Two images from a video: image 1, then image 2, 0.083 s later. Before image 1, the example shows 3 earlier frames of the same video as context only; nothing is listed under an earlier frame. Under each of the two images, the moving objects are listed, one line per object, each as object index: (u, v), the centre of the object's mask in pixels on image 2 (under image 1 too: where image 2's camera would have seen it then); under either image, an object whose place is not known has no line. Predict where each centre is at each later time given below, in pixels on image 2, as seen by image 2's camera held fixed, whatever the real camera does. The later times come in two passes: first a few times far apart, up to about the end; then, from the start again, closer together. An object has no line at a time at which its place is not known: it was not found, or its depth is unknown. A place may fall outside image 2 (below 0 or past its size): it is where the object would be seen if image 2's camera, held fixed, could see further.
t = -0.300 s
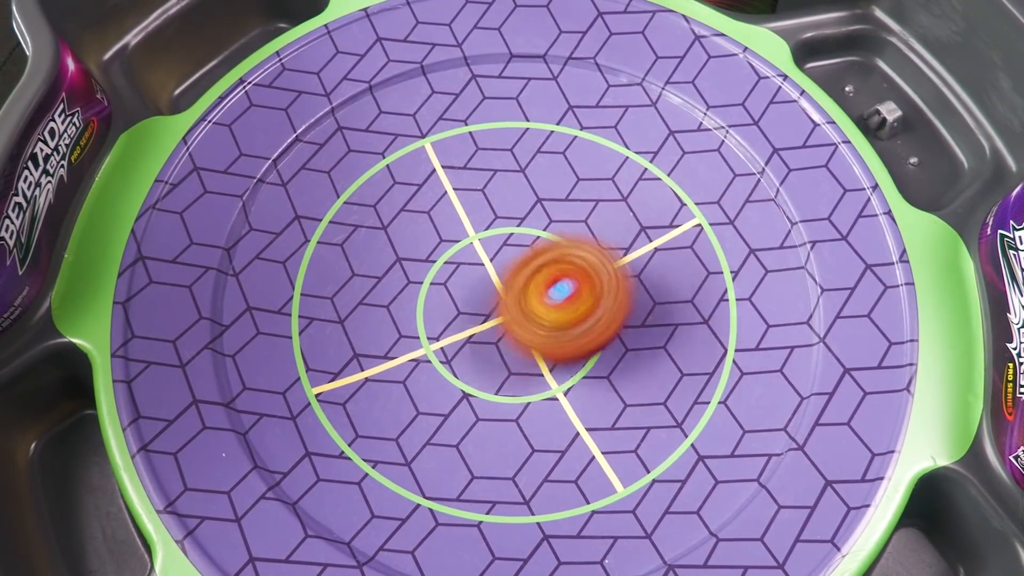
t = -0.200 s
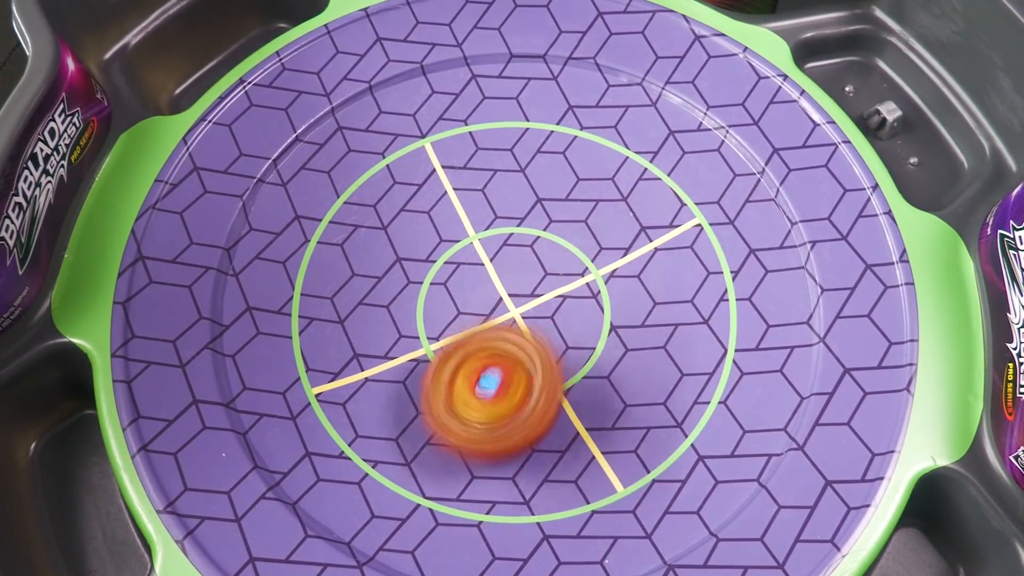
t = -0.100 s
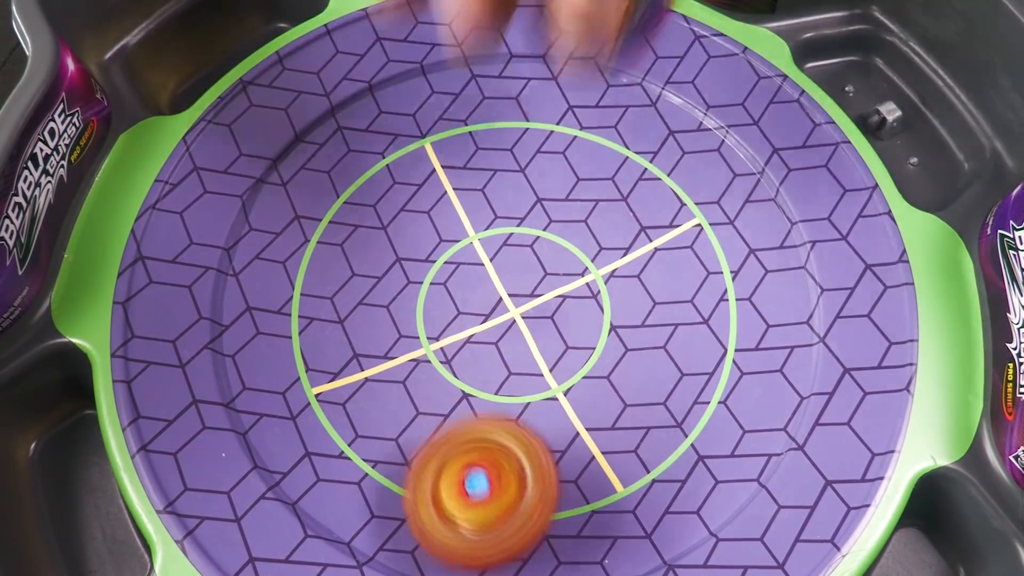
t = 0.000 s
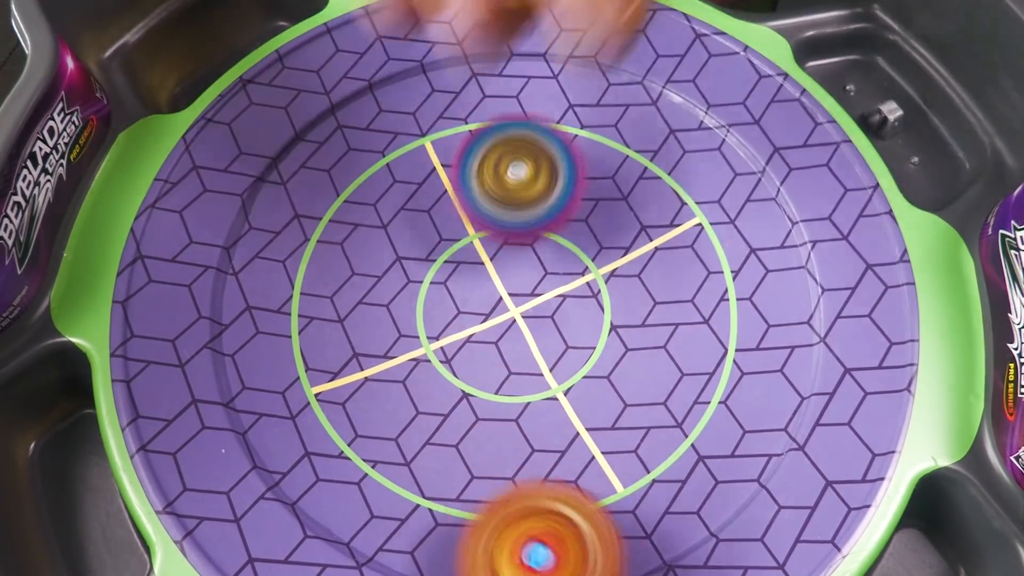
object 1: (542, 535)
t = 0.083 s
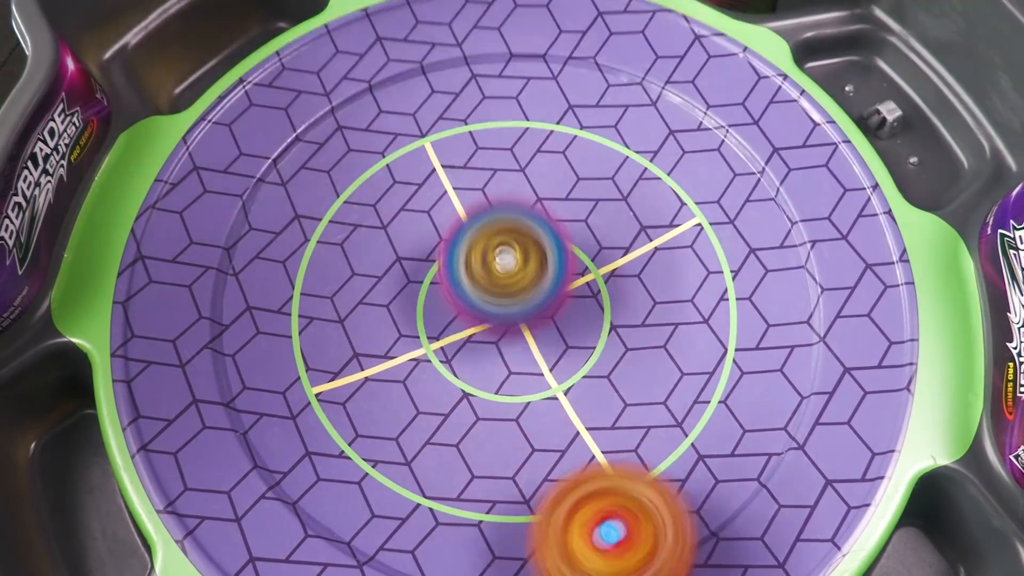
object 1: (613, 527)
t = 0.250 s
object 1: (774, 459)
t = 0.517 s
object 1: (894, 354)
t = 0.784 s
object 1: (692, 297)
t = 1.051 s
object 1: (416, 320)
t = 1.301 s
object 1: (417, 531)
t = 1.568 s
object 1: (665, 428)
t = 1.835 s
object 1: (430, 189)
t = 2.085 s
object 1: (212, 312)
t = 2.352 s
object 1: (465, 472)
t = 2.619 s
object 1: (557, 197)
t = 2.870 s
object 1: (313, 100)
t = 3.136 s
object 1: (210, 379)
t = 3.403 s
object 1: (535, 541)
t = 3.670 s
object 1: (703, 233)
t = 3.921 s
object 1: (467, 184)
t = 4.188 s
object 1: (421, 355)
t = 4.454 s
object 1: (627, 321)
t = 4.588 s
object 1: (628, 218)
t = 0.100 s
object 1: (628, 521)
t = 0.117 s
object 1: (642, 515)
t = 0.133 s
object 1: (656, 509)
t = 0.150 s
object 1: (669, 500)
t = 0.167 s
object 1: (682, 489)
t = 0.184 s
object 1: (695, 478)
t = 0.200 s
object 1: (706, 467)
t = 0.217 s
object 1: (715, 456)
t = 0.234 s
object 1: (725, 447)
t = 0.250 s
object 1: (774, 459)
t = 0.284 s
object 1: (809, 427)
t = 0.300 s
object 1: (826, 418)
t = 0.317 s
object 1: (843, 413)
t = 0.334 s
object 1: (857, 409)
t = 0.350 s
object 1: (865, 406)
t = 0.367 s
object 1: (875, 400)
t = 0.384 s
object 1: (885, 392)
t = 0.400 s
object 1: (893, 386)
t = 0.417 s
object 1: (898, 382)
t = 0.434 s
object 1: (901, 378)
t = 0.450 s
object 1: (903, 375)
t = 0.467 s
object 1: (904, 369)
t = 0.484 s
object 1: (901, 364)
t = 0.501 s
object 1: (898, 358)
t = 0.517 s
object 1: (894, 354)
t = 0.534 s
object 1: (887, 350)
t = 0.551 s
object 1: (880, 346)
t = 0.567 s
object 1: (871, 342)
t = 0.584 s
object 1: (862, 339)
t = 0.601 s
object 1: (853, 336)
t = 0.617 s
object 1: (843, 333)
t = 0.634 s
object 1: (831, 329)
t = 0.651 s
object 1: (820, 327)
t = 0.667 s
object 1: (806, 327)
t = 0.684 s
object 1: (792, 324)
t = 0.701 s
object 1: (777, 318)
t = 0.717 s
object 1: (761, 313)
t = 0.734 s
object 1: (745, 309)
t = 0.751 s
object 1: (728, 305)
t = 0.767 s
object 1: (710, 301)
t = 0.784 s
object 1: (692, 297)
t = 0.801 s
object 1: (674, 294)
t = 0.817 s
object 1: (655, 290)
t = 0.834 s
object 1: (640, 283)
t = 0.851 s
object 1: (624, 278)
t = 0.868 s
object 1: (607, 274)
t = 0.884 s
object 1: (589, 271)
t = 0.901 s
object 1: (570, 270)
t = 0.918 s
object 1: (553, 270)
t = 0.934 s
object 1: (534, 272)
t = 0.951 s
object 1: (515, 276)
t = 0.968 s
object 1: (498, 280)
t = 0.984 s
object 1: (481, 286)
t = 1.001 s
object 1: (463, 293)
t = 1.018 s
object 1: (446, 301)
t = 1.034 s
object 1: (431, 310)
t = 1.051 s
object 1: (416, 320)
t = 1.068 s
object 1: (403, 331)
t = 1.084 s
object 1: (391, 344)
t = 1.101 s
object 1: (380, 357)
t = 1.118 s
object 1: (371, 370)
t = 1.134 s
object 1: (363, 385)
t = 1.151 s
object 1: (358, 401)
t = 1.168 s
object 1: (356, 417)
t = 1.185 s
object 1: (356, 434)
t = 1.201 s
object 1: (358, 451)
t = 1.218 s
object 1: (362, 468)
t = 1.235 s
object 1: (369, 486)
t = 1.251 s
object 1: (377, 503)
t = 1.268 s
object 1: (389, 515)
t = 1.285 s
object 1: (401, 523)
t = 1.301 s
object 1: (417, 531)
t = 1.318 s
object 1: (437, 533)
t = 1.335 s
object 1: (459, 535)
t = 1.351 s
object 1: (482, 535)
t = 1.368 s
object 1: (507, 533)
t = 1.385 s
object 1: (530, 533)
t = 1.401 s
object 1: (553, 531)
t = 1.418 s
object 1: (575, 529)
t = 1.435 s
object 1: (594, 525)
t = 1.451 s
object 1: (613, 521)
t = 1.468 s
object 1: (627, 515)
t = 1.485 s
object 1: (640, 507)
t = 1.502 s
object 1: (650, 495)
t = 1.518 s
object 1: (656, 480)
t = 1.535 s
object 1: (661, 464)
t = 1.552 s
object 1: (664, 447)
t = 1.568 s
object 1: (665, 428)
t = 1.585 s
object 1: (663, 409)
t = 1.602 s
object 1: (659, 389)
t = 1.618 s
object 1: (653, 369)
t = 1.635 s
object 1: (645, 349)
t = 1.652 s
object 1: (635, 330)
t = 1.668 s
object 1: (622, 312)
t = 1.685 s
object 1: (607, 293)
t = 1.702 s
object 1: (590, 276)
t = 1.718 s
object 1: (572, 261)
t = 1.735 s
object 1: (553, 246)
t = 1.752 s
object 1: (535, 234)
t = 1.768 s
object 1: (514, 221)
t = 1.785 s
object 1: (492, 210)
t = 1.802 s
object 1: (471, 201)
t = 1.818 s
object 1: (450, 195)
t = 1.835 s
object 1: (430, 189)
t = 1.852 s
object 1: (408, 186)
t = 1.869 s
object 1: (388, 184)
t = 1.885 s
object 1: (368, 183)
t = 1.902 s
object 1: (349, 184)
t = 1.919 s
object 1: (329, 187)
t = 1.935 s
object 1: (311, 192)
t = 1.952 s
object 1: (294, 199)
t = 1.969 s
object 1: (277, 207)
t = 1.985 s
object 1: (261, 217)
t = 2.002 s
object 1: (245, 229)
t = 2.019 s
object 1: (230, 243)
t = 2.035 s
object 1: (217, 257)
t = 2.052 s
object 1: (210, 274)
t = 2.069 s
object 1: (209, 291)
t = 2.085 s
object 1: (212, 312)
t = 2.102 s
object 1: (221, 335)
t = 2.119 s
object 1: (231, 355)
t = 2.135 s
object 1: (243, 373)
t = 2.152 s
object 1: (256, 391)
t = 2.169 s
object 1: (269, 408)
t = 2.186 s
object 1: (281, 425)
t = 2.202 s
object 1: (295, 439)
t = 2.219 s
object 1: (308, 453)
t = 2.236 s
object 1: (324, 464)
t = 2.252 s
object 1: (342, 473)
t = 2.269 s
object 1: (360, 480)
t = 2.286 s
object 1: (378, 484)
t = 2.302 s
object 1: (399, 485)
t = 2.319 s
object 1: (420, 484)
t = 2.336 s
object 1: (441, 480)
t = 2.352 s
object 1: (465, 472)
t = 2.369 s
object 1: (485, 464)
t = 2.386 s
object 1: (503, 451)
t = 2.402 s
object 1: (520, 437)
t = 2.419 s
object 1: (536, 422)
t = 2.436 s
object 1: (550, 406)
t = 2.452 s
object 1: (562, 388)
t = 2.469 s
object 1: (570, 370)
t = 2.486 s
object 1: (578, 352)
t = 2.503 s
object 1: (582, 332)
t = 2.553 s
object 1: (584, 267)
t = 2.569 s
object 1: (579, 250)
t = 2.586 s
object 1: (572, 232)
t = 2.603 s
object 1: (565, 215)
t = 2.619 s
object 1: (557, 197)
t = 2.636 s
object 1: (547, 181)
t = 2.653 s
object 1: (537, 166)
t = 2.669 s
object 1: (524, 152)
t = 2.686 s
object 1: (510, 138)
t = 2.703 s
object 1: (495, 127)
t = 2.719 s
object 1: (477, 116)
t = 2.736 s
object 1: (461, 107)
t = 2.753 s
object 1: (441, 99)
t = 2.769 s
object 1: (422, 94)
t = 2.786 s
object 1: (404, 89)
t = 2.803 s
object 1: (385, 86)
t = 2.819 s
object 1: (365, 84)
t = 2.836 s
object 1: (346, 83)
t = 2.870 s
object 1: (313, 100)
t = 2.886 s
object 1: (299, 110)
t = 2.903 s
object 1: (291, 125)
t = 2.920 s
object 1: (286, 140)
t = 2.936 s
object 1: (279, 154)
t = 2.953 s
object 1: (273, 168)
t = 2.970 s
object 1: (266, 185)
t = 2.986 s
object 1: (261, 198)
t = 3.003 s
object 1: (258, 212)
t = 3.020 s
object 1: (256, 227)
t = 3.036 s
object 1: (258, 240)
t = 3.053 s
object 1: (262, 253)
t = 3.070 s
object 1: (267, 267)
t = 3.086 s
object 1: (272, 283)
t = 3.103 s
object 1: (244, 318)
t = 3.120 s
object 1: (212, 356)
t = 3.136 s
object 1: (210, 379)
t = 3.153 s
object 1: (214, 405)
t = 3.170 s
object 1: (218, 434)
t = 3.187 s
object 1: (228, 470)
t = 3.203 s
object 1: (240, 504)
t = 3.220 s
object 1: (255, 521)
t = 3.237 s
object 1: (273, 528)
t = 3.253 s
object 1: (293, 534)
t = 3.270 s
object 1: (319, 540)
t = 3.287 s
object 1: (346, 545)
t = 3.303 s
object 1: (374, 546)
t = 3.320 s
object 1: (402, 549)
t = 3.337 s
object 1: (428, 549)
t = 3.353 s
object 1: (455, 549)
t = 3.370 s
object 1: (483, 548)
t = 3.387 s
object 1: (509, 545)
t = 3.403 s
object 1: (535, 541)
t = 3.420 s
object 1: (562, 537)
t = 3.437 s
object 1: (587, 534)
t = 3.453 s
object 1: (611, 528)
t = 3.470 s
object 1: (635, 518)
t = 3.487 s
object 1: (656, 504)
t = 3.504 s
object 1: (674, 482)
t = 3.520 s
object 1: (689, 459)
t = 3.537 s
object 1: (701, 434)
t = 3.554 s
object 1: (711, 409)
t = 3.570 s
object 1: (718, 383)
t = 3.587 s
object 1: (723, 356)
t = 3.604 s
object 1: (724, 331)
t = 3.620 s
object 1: (723, 304)
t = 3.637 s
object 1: (720, 280)
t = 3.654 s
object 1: (714, 253)
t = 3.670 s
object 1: (703, 233)
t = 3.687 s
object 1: (691, 222)
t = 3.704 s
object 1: (676, 210)
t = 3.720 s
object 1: (661, 197)
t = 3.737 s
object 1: (646, 184)
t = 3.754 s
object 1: (631, 171)
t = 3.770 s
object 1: (615, 158)
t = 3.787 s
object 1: (597, 145)
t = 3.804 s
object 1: (577, 134)
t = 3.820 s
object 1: (558, 125)
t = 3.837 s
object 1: (538, 118)
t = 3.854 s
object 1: (519, 118)
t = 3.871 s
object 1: (508, 134)
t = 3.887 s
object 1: (495, 151)
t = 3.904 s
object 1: (479, 172)
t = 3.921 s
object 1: (467, 184)
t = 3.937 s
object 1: (456, 201)
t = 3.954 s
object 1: (445, 212)
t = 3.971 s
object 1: (432, 224)
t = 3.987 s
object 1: (422, 235)
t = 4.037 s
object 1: (401, 262)
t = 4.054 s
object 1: (392, 274)
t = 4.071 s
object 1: (387, 285)
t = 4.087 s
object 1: (385, 294)
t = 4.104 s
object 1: (386, 305)
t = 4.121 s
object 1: (389, 316)
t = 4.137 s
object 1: (394, 327)
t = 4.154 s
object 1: (402, 338)
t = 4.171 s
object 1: (412, 345)
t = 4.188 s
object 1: (421, 355)
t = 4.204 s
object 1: (432, 365)
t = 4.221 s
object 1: (445, 373)
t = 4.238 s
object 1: (458, 379)
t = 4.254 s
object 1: (473, 382)
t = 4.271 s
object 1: (487, 381)
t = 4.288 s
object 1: (503, 383)
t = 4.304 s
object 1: (517, 385)
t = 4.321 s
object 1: (531, 383)
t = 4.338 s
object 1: (547, 381)
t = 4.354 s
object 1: (561, 378)
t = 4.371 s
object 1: (576, 372)
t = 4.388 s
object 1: (589, 363)
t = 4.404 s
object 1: (601, 354)
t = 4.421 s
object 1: (610, 344)
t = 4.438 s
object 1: (620, 333)
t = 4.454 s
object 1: (627, 321)
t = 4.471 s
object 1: (632, 308)
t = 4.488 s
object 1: (634, 296)
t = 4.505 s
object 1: (635, 283)
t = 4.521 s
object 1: (636, 269)
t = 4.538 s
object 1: (635, 256)
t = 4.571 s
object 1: (633, 235)
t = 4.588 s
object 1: (628, 218)
